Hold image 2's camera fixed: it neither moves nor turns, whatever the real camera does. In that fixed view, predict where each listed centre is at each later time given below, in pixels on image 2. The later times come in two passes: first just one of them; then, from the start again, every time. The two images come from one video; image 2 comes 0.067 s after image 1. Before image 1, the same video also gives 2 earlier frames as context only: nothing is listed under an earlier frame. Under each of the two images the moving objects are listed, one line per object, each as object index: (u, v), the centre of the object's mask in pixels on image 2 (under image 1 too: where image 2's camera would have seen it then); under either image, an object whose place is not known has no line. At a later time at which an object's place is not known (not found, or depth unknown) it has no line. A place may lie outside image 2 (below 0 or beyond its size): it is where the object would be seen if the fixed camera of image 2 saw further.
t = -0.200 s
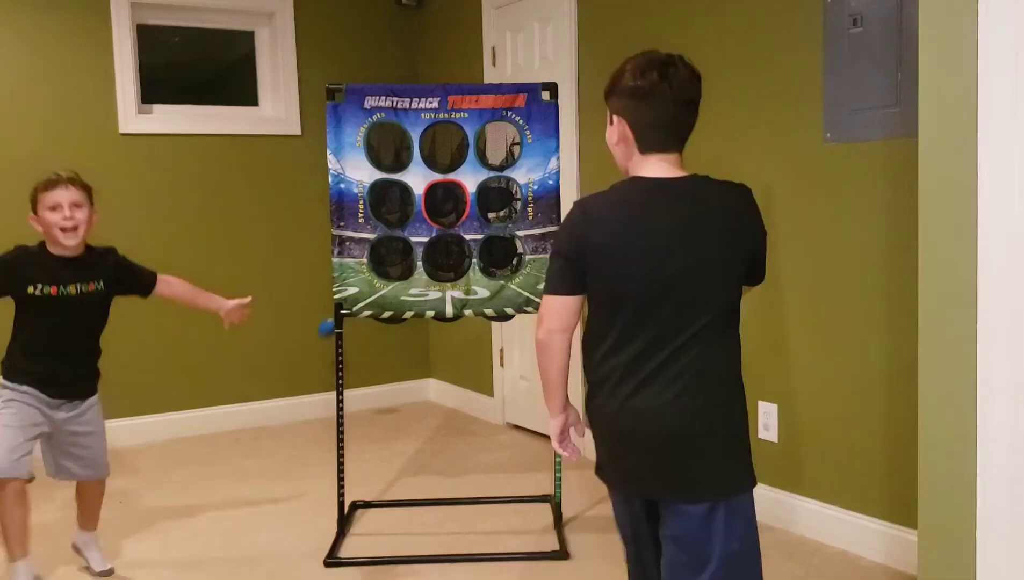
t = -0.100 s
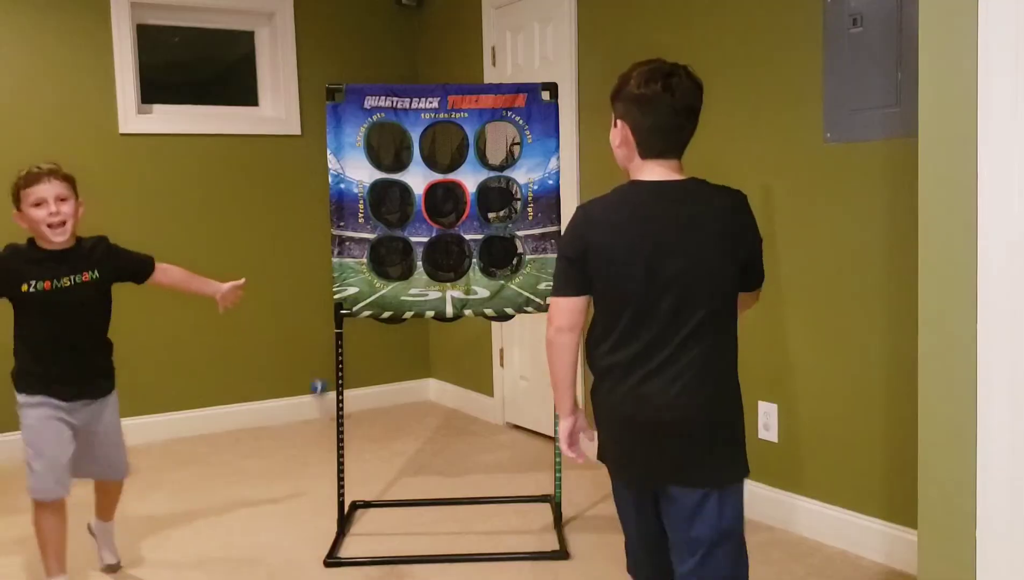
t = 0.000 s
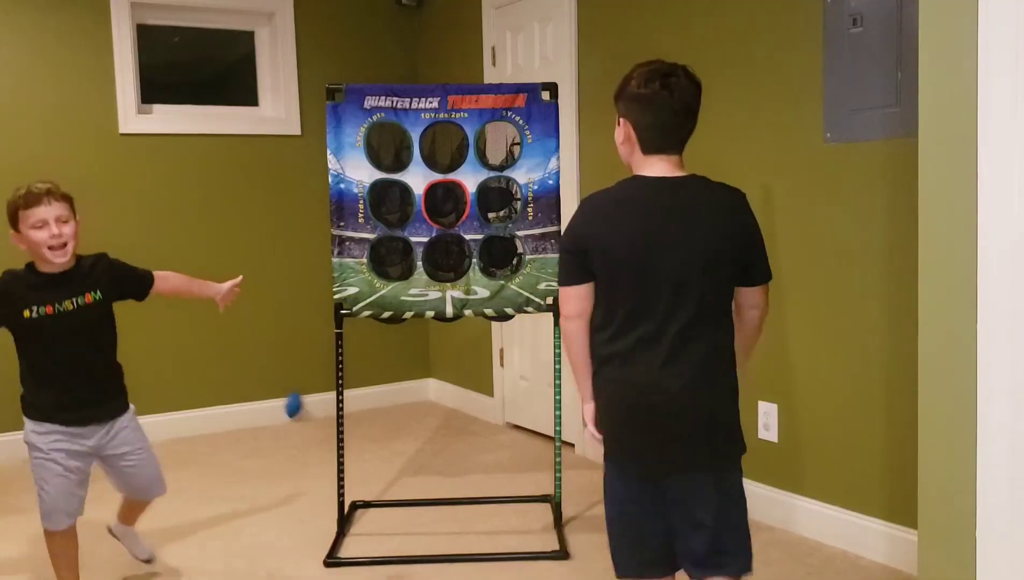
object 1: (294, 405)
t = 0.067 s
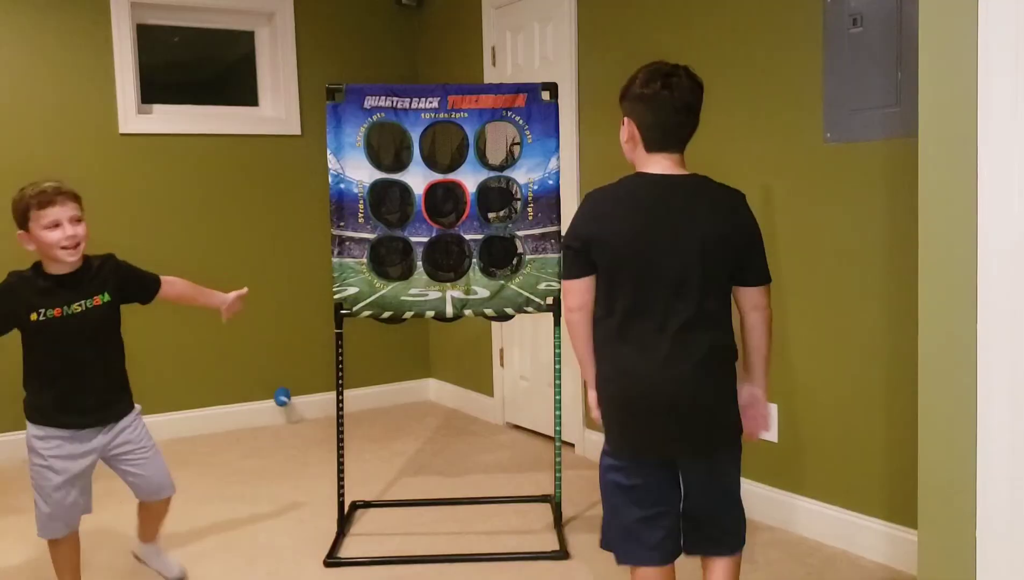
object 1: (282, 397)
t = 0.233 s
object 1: (263, 411)
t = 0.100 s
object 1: (278, 396)
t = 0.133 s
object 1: (274, 396)
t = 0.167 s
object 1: (271, 399)
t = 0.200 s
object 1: (267, 403)
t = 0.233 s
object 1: (263, 411)
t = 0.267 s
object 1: (259, 420)
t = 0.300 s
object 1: (255, 431)
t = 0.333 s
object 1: (248, 426)
